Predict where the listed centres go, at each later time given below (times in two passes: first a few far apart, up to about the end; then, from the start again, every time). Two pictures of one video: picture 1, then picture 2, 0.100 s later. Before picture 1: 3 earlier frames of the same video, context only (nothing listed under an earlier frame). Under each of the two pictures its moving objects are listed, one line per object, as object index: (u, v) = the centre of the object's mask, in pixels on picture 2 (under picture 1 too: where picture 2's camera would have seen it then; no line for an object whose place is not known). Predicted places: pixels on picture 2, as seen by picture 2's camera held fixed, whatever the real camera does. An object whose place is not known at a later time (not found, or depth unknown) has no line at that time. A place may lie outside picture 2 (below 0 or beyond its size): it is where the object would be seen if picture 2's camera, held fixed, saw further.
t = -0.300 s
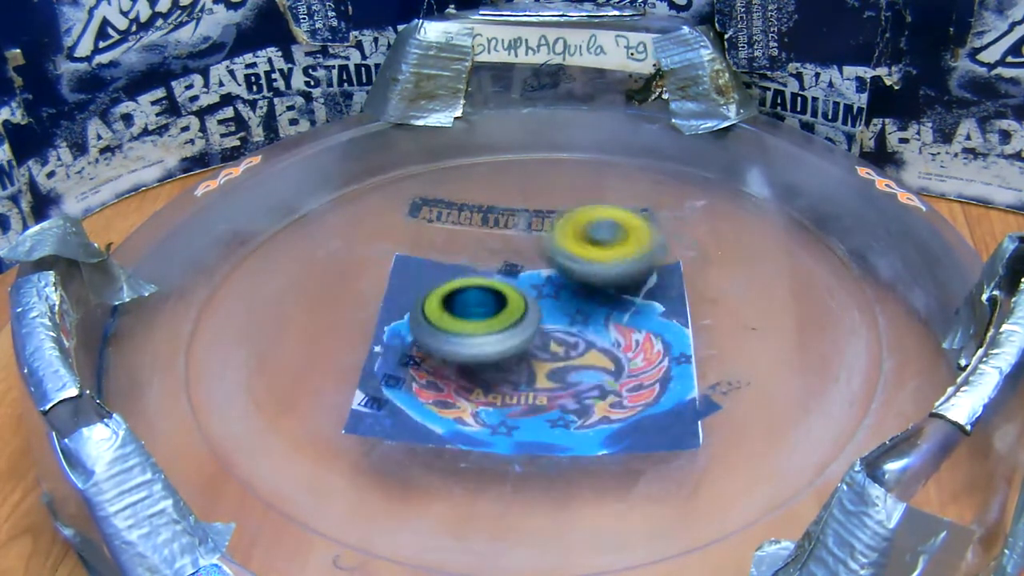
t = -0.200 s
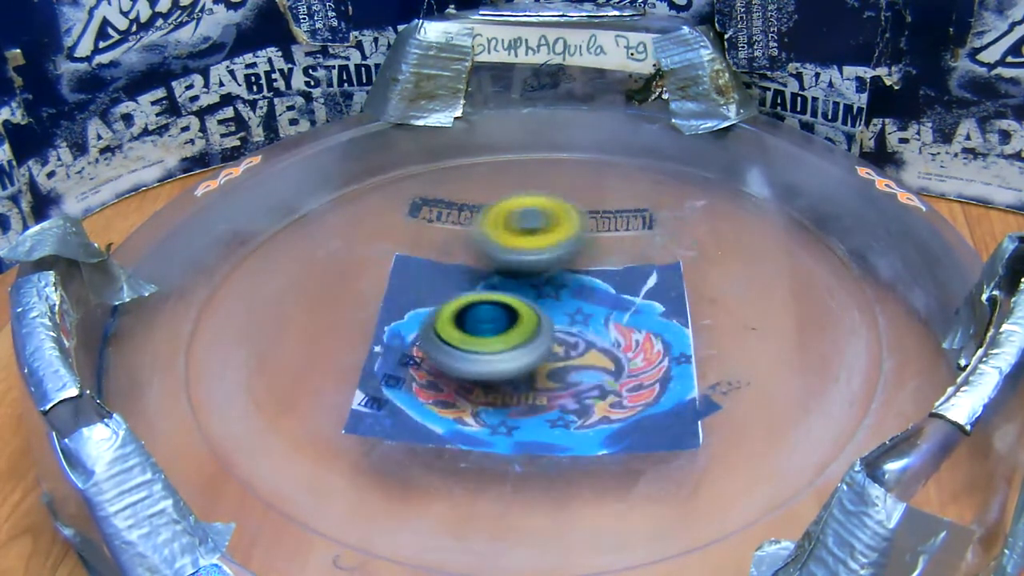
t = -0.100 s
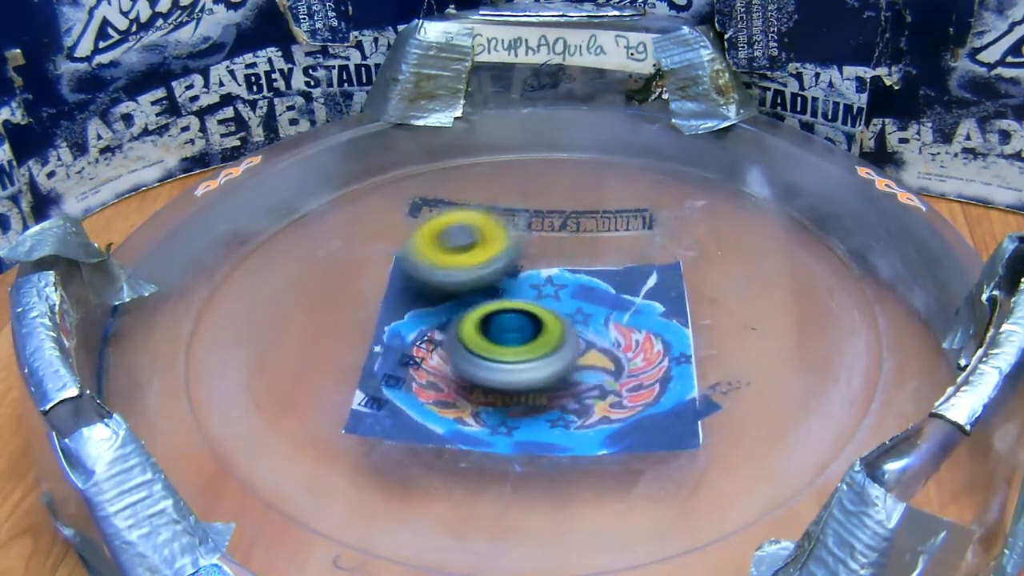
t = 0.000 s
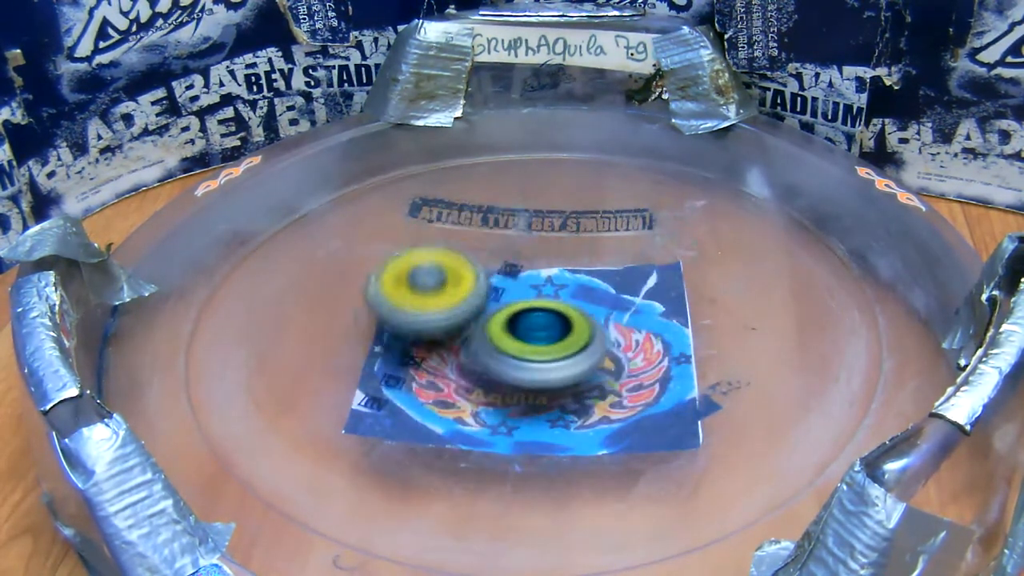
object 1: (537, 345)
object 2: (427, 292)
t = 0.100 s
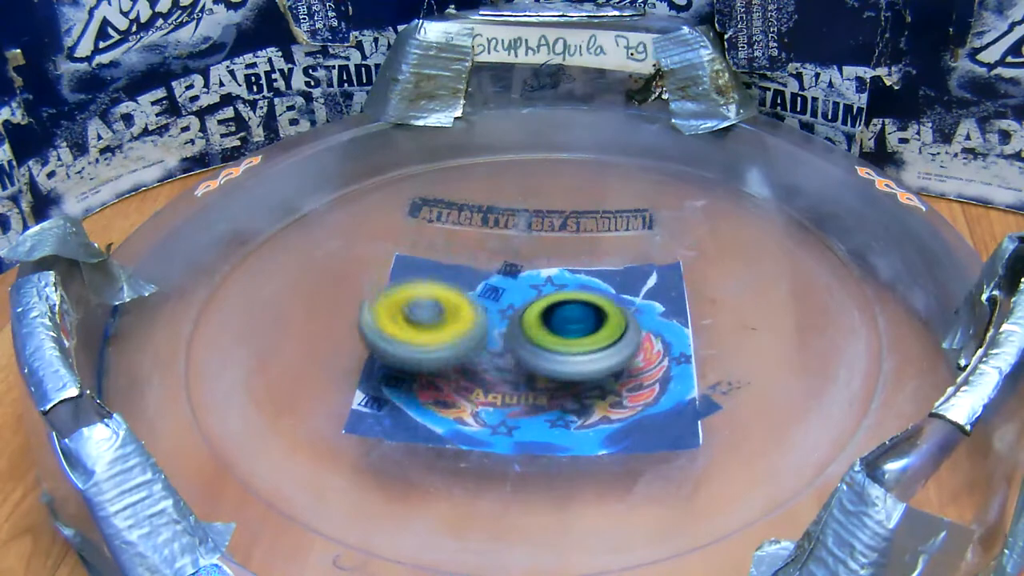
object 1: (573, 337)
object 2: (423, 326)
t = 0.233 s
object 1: (599, 308)
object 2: (482, 369)
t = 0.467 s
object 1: (567, 254)
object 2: (610, 346)
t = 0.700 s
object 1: (493, 245)
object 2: (577, 300)
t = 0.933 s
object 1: (448, 277)
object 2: (592, 350)
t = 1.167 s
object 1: (488, 320)
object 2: (626, 319)
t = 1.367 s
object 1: (490, 332)
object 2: (692, 267)
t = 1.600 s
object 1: (545, 337)
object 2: (594, 256)
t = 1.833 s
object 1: (572, 383)
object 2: (521, 231)
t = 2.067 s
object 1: (641, 372)
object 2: (500, 299)
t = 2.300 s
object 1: (687, 346)
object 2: (447, 297)
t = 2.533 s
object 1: (715, 299)
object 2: (458, 295)
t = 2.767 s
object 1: (696, 254)
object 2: (388, 284)
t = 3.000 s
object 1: (601, 247)
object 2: (486, 293)
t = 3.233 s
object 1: (584, 245)
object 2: (467, 328)
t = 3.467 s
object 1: (524, 269)
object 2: (546, 353)
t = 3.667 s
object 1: (499, 306)
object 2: (615, 366)
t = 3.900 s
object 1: (488, 336)
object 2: (669, 329)
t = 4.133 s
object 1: (521, 353)
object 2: (635, 290)
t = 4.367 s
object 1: (541, 350)
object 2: (602, 244)
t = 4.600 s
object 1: (554, 321)
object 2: (563, 220)
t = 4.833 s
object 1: (546, 322)
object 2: (528, 225)
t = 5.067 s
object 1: (560, 332)
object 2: (511, 226)
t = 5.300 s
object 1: (576, 332)
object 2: (514, 260)
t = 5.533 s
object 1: (580, 335)
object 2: (488, 273)
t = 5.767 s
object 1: (584, 341)
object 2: (471, 275)
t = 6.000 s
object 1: (591, 343)
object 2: (485, 274)
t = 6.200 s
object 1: (593, 343)
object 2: (508, 270)
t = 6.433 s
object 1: (590, 343)
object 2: (522, 272)
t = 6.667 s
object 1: (579, 346)
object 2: (525, 269)
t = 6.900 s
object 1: (554, 367)
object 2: (536, 238)
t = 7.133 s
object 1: (547, 376)
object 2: (609, 239)
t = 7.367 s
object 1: (540, 360)
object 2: (602, 262)
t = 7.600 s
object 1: (553, 327)
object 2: (606, 255)
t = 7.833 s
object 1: (523, 327)
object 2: (611, 251)
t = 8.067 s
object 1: (519, 334)
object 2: (594, 268)
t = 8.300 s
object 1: (521, 331)
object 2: (618, 273)
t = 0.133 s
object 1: (578, 332)
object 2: (435, 339)
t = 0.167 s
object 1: (583, 326)
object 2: (458, 351)
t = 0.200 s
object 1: (591, 317)
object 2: (468, 361)
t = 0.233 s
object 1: (599, 308)
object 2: (482, 369)
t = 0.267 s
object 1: (599, 301)
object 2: (504, 373)
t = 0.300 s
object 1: (598, 294)
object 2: (528, 375)
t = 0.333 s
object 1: (594, 287)
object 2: (552, 371)
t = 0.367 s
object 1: (590, 280)
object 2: (573, 364)
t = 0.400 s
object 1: (583, 274)
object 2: (588, 354)
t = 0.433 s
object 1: (575, 268)
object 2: (600, 344)
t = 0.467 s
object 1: (567, 254)
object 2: (610, 346)
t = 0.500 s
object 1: (558, 244)
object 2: (619, 343)
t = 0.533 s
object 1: (546, 239)
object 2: (627, 337)
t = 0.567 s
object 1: (534, 238)
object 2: (628, 328)
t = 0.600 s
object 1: (523, 238)
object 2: (623, 319)
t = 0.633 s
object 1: (512, 240)
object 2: (612, 311)
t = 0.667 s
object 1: (502, 242)
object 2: (595, 304)
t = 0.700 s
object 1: (493, 245)
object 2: (577, 300)
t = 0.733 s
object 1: (479, 244)
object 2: (568, 308)
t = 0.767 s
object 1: (468, 245)
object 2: (562, 316)
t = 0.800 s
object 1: (458, 249)
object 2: (559, 325)
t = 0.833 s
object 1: (452, 255)
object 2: (562, 335)
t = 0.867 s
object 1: (449, 262)
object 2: (570, 343)
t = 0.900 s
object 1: (447, 269)
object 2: (579, 349)
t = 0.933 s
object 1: (448, 277)
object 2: (592, 350)
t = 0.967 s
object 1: (451, 286)
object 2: (603, 350)
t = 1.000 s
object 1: (456, 295)
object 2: (610, 347)
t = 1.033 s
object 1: (465, 303)
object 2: (613, 341)
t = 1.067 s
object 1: (474, 310)
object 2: (612, 336)
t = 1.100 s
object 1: (481, 315)
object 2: (612, 329)
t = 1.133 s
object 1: (484, 317)
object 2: (620, 324)
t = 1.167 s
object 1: (488, 320)
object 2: (626, 319)
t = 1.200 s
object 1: (492, 322)
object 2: (635, 314)
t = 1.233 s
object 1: (499, 326)
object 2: (638, 309)
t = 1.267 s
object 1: (497, 328)
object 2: (652, 300)
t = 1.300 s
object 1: (487, 330)
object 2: (677, 289)
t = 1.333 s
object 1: (486, 331)
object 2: (688, 278)
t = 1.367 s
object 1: (490, 332)
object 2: (692, 267)
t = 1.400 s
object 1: (497, 333)
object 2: (690, 257)
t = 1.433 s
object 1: (506, 336)
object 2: (682, 248)
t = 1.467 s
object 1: (515, 337)
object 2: (666, 244)
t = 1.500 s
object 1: (524, 338)
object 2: (649, 244)
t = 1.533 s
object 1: (532, 338)
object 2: (628, 247)
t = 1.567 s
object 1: (542, 336)
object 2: (608, 253)
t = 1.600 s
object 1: (545, 337)
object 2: (594, 256)
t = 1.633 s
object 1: (536, 352)
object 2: (589, 247)
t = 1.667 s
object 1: (530, 366)
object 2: (587, 233)
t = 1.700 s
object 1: (531, 374)
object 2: (580, 225)
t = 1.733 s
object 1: (539, 378)
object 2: (567, 220)
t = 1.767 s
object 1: (551, 380)
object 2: (551, 220)
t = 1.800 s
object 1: (561, 382)
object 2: (535, 224)
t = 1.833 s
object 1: (572, 383)
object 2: (521, 231)
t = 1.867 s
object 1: (582, 382)
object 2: (510, 242)
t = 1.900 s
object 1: (591, 380)
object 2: (503, 255)
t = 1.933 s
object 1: (598, 377)
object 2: (501, 268)
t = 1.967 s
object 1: (604, 373)
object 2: (501, 280)
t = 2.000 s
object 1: (610, 369)
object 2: (505, 293)
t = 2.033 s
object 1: (614, 364)
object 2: (513, 306)
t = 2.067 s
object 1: (641, 372)
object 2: (500, 299)
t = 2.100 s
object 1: (662, 377)
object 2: (486, 286)
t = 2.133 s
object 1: (672, 378)
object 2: (477, 279)
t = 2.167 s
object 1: (679, 374)
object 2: (468, 277)
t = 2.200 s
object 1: (683, 369)
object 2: (458, 279)
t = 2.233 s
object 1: (686, 361)
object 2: (449, 284)
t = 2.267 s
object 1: (687, 354)
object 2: (446, 290)
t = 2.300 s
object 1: (687, 346)
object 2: (447, 297)
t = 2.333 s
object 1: (684, 340)
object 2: (455, 304)
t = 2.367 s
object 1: (680, 333)
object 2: (468, 310)
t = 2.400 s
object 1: (674, 326)
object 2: (486, 315)
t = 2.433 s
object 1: (667, 320)
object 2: (500, 315)
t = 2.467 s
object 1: (659, 314)
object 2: (519, 315)
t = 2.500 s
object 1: (688, 306)
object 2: (492, 306)
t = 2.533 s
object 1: (715, 299)
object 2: (458, 295)
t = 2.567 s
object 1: (730, 293)
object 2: (436, 287)
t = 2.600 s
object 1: (732, 286)
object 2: (422, 284)
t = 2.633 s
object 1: (728, 279)
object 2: (411, 282)
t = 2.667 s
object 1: (722, 271)
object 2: (398, 280)
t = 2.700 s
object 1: (715, 265)
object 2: (390, 280)
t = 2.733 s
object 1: (706, 259)
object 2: (386, 282)
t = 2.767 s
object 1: (696, 254)
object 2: (388, 284)
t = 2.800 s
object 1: (685, 250)
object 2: (395, 287)
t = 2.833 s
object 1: (672, 248)
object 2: (404, 290)
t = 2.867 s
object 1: (659, 245)
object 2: (421, 293)
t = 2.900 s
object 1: (645, 245)
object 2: (436, 292)
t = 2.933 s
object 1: (631, 245)
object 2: (451, 293)
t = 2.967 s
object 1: (616, 246)
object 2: (467, 294)
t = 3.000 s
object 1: (601, 247)
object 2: (486, 293)
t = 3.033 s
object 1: (605, 244)
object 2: (469, 295)
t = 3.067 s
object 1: (617, 240)
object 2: (451, 299)
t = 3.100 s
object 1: (619, 239)
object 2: (442, 304)
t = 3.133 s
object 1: (615, 240)
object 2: (444, 311)
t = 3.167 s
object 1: (606, 241)
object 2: (448, 317)
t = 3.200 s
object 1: (595, 243)
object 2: (457, 323)
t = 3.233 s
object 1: (584, 245)
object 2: (467, 328)
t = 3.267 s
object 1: (574, 248)
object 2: (482, 331)
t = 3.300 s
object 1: (564, 251)
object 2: (496, 331)
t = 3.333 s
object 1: (555, 255)
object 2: (512, 333)
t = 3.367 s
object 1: (547, 258)
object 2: (523, 335)
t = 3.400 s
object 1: (539, 260)
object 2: (527, 343)
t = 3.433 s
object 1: (532, 263)
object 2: (534, 347)
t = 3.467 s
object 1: (524, 269)
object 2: (546, 353)
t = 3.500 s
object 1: (519, 274)
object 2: (557, 359)
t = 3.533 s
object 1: (513, 280)
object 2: (567, 362)
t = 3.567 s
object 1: (508, 287)
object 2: (578, 365)
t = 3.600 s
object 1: (505, 294)
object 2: (591, 367)
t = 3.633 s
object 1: (502, 300)
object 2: (604, 369)
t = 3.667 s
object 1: (499, 306)
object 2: (615, 366)
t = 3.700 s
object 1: (499, 312)
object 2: (625, 361)
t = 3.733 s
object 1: (499, 319)
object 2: (630, 356)
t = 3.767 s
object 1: (500, 325)
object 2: (633, 349)
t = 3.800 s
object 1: (498, 329)
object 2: (640, 343)
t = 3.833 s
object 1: (489, 330)
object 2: (655, 340)
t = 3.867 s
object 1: (487, 332)
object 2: (663, 336)
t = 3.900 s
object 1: (488, 336)
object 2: (669, 329)
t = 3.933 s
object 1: (491, 340)
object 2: (672, 322)
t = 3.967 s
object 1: (495, 343)
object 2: (673, 315)
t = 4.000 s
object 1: (499, 347)
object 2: (670, 308)
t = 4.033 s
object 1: (504, 349)
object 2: (664, 303)
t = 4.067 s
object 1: (510, 351)
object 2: (656, 297)
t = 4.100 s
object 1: (515, 353)
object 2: (646, 293)
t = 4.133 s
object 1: (521, 353)
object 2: (635, 290)
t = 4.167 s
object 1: (526, 353)
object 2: (623, 287)
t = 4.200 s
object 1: (531, 352)
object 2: (611, 283)
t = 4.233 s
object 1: (533, 352)
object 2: (604, 278)
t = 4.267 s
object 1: (531, 355)
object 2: (606, 267)
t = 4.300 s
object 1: (532, 354)
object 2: (605, 260)
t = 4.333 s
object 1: (536, 352)
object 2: (604, 252)
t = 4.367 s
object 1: (541, 350)
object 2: (602, 244)
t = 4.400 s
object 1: (544, 347)
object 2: (598, 236)
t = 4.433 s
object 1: (546, 343)
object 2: (595, 229)
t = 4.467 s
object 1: (550, 340)
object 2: (591, 222)
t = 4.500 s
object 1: (550, 336)
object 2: (585, 217)
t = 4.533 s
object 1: (553, 331)
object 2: (578, 215)
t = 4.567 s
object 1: (554, 326)
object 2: (571, 216)
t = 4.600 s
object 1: (554, 321)
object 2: (563, 220)
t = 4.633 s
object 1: (553, 316)
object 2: (556, 225)
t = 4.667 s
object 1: (552, 315)
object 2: (552, 228)
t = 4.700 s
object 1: (549, 317)
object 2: (548, 226)
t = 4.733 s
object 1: (548, 317)
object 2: (542, 227)
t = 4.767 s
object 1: (547, 315)
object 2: (535, 229)
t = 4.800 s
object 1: (546, 319)
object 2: (531, 227)
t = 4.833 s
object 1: (546, 322)
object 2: (528, 225)
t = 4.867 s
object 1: (547, 321)
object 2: (524, 226)
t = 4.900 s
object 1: (547, 320)
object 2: (519, 228)
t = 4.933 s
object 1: (550, 318)
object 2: (517, 231)
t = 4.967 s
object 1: (552, 320)
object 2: (515, 233)
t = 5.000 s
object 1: (554, 328)
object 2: (515, 229)
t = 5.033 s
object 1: (557, 331)
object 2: (513, 226)
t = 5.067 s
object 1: (560, 332)
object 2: (511, 226)
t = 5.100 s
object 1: (563, 332)
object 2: (510, 228)
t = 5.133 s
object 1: (566, 332)
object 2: (511, 231)
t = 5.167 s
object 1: (568, 332)
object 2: (512, 237)
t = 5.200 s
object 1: (570, 332)
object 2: (513, 243)
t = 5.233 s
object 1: (572, 331)
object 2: (514, 249)
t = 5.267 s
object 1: (573, 331)
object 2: (515, 256)
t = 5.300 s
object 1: (576, 332)
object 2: (514, 260)
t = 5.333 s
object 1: (578, 332)
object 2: (514, 263)
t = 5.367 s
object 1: (581, 334)
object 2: (513, 264)
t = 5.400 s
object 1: (582, 335)
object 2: (510, 265)
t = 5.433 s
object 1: (581, 334)
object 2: (502, 267)
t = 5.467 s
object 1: (580, 334)
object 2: (497, 270)
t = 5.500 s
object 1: (580, 335)
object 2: (494, 271)
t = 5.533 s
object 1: (580, 335)
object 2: (488, 273)
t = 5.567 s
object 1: (579, 335)
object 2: (484, 274)
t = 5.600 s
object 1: (579, 335)
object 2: (484, 276)
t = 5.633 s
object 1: (579, 336)
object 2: (480, 279)
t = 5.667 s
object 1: (583, 341)
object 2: (475, 275)
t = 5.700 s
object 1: (584, 341)
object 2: (474, 275)
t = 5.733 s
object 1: (584, 341)
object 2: (471, 275)
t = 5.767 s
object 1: (584, 341)
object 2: (471, 275)
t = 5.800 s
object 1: (584, 341)
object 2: (473, 277)
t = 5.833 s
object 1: (583, 340)
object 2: (476, 278)
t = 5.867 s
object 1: (581, 338)
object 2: (482, 280)
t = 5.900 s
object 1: (584, 341)
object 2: (483, 279)
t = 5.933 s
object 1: (589, 344)
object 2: (482, 273)
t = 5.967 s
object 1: (591, 344)
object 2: (485, 273)
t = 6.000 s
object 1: (591, 343)
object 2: (485, 274)
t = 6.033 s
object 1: (591, 342)
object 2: (486, 272)
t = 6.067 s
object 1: (590, 341)
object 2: (486, 273)
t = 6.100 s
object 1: (589, 339)
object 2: (493, 274)
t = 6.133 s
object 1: (587, 339)
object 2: (503, 276)
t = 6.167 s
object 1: (591, 342)
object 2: (505, 273)
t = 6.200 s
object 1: (593, 343)
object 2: (508, 270)
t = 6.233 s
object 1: (593, 343)
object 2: (511, 271)
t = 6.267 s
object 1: (593, 343)
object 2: (514, 270)
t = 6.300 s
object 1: (592, 342)
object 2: (514, 271)
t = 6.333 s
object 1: (591, 341)
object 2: (517, 273)
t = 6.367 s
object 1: (591, 341)
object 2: (518, 274)
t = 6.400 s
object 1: (590, 341)
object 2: (521, 274)
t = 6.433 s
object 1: (590, 343)
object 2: (522, 272)
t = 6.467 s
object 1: (588, 343)
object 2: (524, 271)
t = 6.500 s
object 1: (587, 343)
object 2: (523, 271)
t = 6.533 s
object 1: (586, 344)
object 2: (523, 271)
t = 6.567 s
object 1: (584, 345)
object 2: (521, 271)
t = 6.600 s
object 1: (582, 344)
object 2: (522, 271)
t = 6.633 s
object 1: (580, 344)
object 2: (523, 271)
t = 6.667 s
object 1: (579, 346)
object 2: (525, 269)
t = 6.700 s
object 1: (577, 346)
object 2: (528, 267)
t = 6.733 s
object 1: (575, 346)
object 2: (529, 267)
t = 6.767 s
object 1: (573, 346)
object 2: (531, 269)
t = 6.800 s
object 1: (571, 346)
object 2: (528, 269)
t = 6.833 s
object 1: (569, 347)
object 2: (524, 272)
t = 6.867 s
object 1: (559, 359)
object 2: (529, 255)
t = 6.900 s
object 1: (554, 367)
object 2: (536, 238)
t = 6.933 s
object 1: (552, 370)
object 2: (546, 231)
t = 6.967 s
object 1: (550, 373)
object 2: (558, 228)
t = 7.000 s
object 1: (550, 373)
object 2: (573, 227)
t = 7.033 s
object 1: (548, 376)
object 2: (588, 228)
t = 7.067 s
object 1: (547, 376)
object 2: (597, 233)
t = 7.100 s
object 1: (546, 377)
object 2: (605, 236)
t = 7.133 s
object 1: (547, 376)
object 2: (609, 239)
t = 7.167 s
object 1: (544, 375)
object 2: (610, 243)
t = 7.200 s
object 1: (541, 375)
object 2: (611, 246)
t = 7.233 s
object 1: (540, 372)
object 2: (609, 251)
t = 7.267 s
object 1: (539, 370)
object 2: (606, 255)
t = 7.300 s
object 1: (539, 367)
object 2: (604, 258)
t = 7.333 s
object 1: (539, 364)
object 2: (602, 260)
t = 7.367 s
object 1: (540, 360)
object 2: (602, 262)
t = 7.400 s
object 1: (541, 355)
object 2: (602, 262)
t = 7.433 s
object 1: (542, 351)
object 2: (602, 261)
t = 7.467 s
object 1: (543, 346)
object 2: (602, 261)
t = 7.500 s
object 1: (545, 342)
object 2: (603, 260)
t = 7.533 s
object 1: (546, 338)
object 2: (604, 258)
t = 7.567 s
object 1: (549, 332)
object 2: (605, 256)
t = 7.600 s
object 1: (553, 327)
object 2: (606, 255)
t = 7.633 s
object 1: (549, 325)
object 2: (609, 253)
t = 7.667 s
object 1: (541, 325)
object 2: (612, 250)
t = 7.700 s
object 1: (541, 322)
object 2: (612, 249)
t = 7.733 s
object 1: (541, 320)
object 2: (612, 252)
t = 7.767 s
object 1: (539, 319)
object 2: (611, 253)
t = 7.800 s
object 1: (530, 324)
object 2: (613, 253)
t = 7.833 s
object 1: (523, 327)
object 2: (611, 251)
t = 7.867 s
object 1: (521, 329)
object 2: (605, 249)
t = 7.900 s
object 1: (521, 331)
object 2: (597, 248)
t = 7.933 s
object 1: (519, 332)
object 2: (588, 251)
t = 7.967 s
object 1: (519, 333)
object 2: (584, 255)
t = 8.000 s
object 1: (518, 334)
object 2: (585, 259)
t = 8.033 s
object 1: (519, 335)
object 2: (589, 263)
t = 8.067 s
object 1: (519, 334)
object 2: (594, 268)
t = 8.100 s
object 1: (519, 334)
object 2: (599, 271)
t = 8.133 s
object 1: (520, 334)
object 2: (606, 273)
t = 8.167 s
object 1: (521, 334)
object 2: (609, 274)
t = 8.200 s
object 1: (520, 333)
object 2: (613, 273)
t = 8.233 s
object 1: (520, 333)
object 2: (616, 273)
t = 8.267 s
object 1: (521, 331)
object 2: (618, 273)
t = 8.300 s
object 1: (521, 331)
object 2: (618, 273)
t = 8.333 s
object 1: (521, 330)
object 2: (619, 273)
